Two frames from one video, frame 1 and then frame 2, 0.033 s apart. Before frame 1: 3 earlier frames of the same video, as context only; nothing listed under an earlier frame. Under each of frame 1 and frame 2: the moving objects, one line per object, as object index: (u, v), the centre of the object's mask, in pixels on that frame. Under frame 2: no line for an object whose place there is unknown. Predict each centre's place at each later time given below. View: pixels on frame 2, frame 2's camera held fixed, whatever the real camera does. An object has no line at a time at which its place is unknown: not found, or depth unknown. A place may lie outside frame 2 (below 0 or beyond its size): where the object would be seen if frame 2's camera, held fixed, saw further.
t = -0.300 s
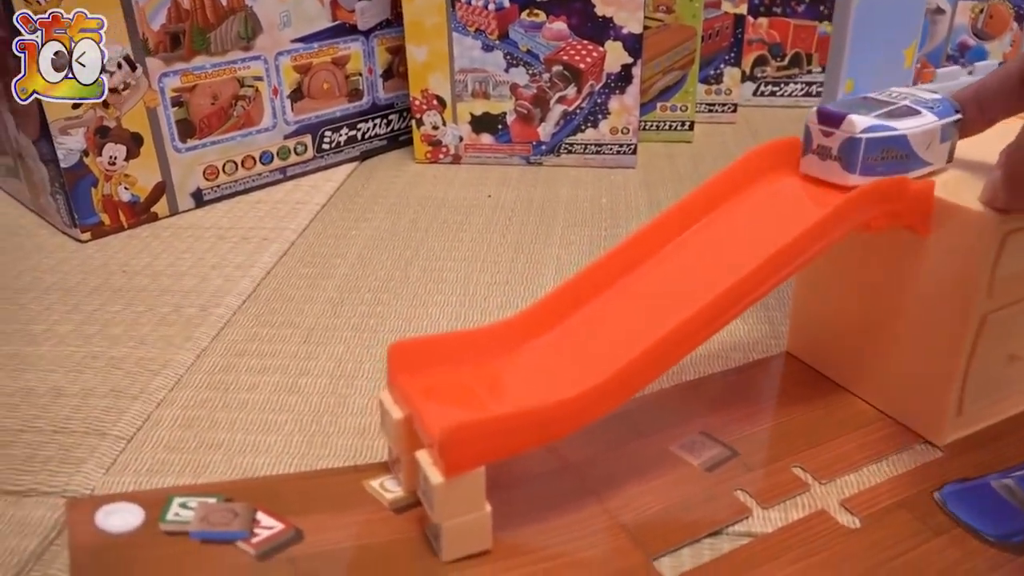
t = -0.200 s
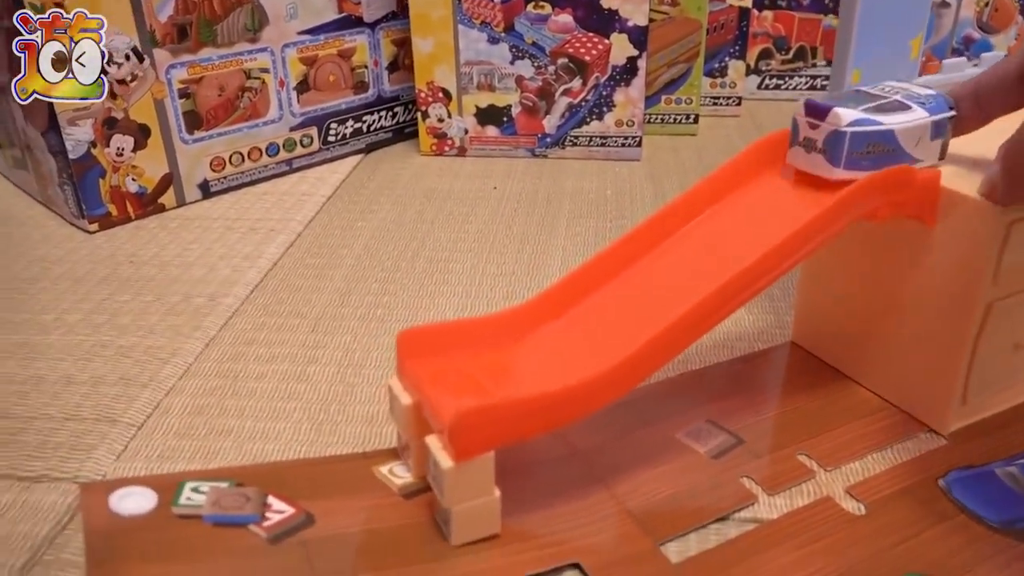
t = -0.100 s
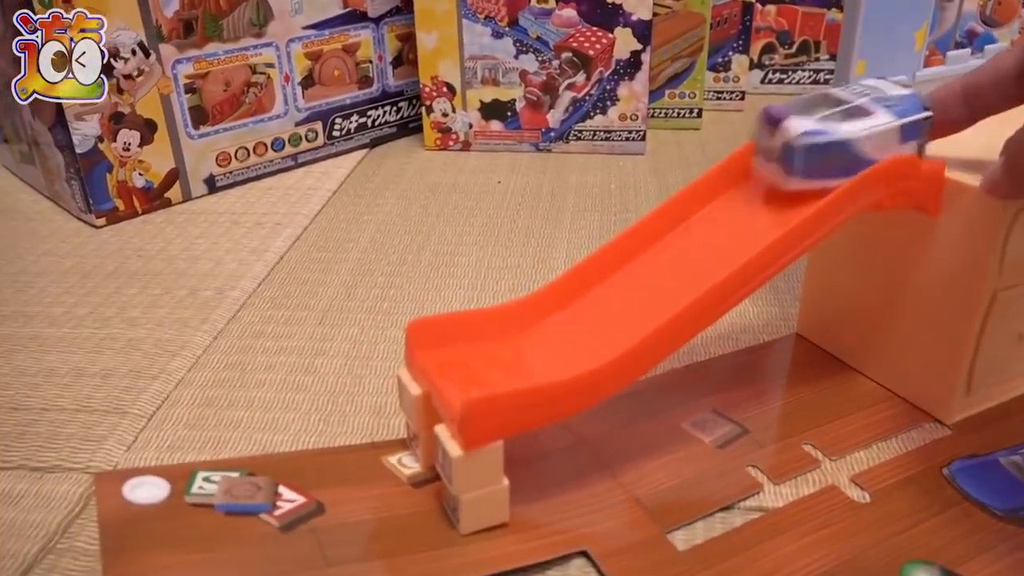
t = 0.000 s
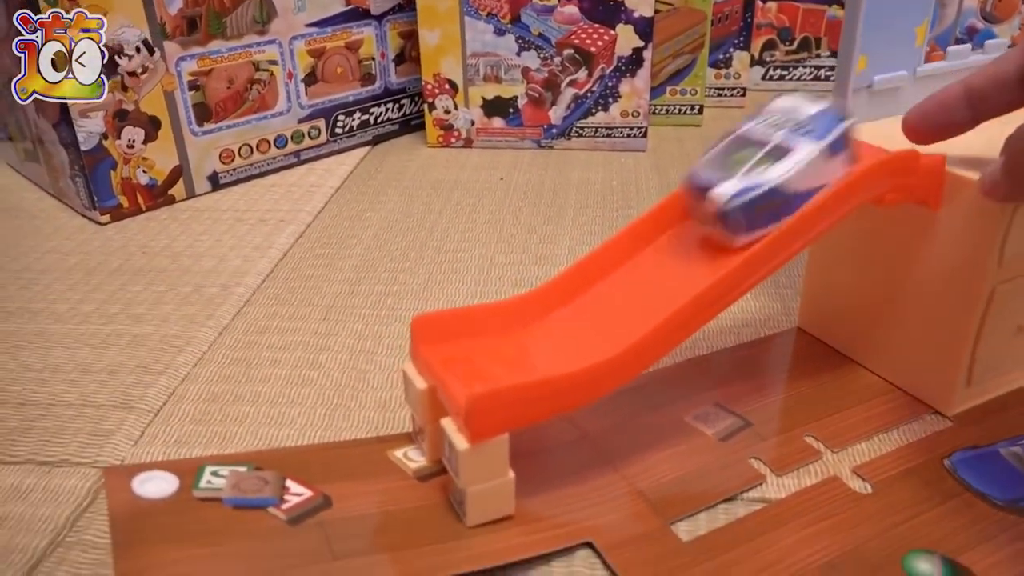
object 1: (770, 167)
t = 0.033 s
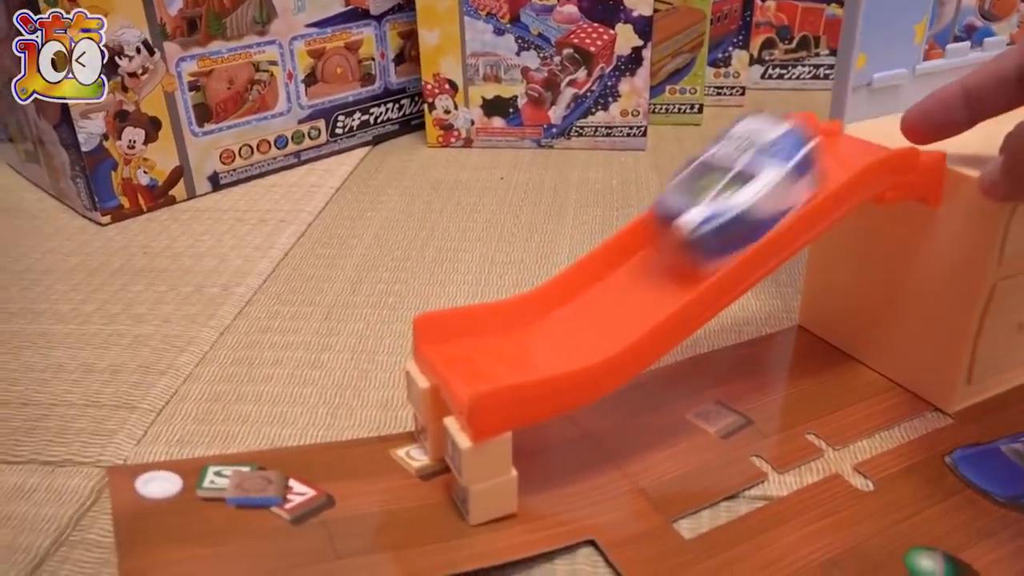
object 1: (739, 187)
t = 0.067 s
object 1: (698, 220)
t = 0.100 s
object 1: (646, 260)
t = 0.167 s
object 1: (524, 332)
